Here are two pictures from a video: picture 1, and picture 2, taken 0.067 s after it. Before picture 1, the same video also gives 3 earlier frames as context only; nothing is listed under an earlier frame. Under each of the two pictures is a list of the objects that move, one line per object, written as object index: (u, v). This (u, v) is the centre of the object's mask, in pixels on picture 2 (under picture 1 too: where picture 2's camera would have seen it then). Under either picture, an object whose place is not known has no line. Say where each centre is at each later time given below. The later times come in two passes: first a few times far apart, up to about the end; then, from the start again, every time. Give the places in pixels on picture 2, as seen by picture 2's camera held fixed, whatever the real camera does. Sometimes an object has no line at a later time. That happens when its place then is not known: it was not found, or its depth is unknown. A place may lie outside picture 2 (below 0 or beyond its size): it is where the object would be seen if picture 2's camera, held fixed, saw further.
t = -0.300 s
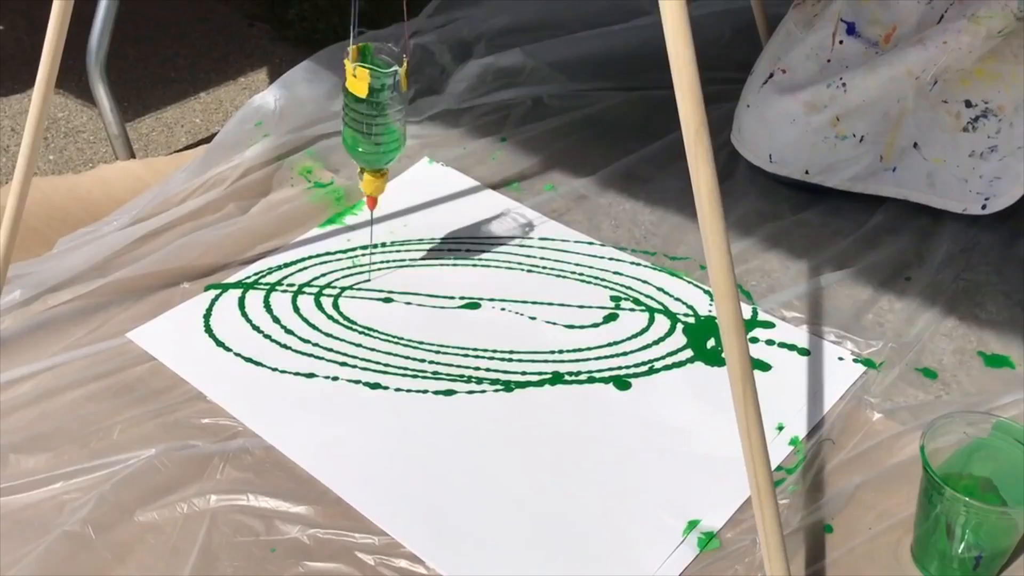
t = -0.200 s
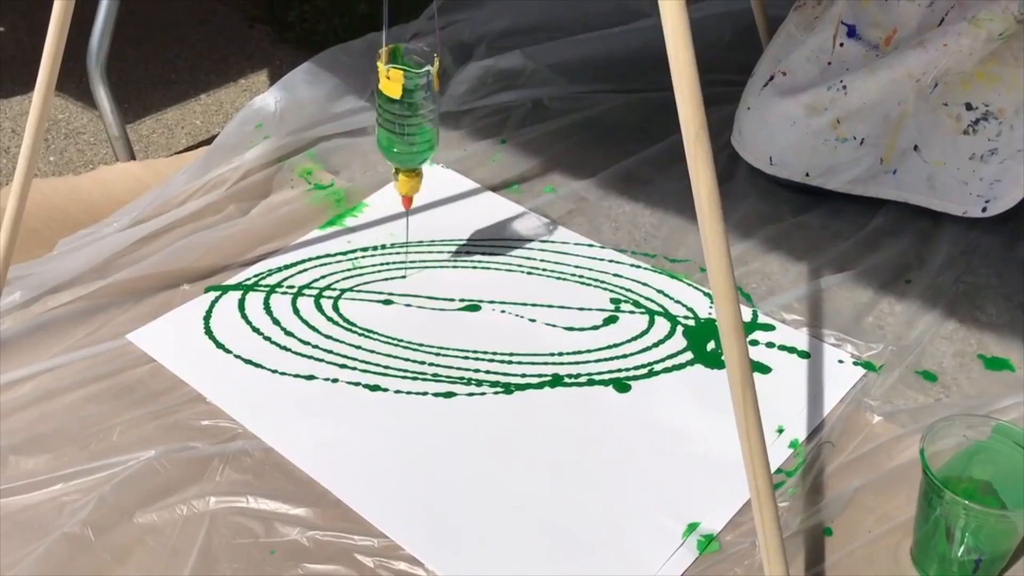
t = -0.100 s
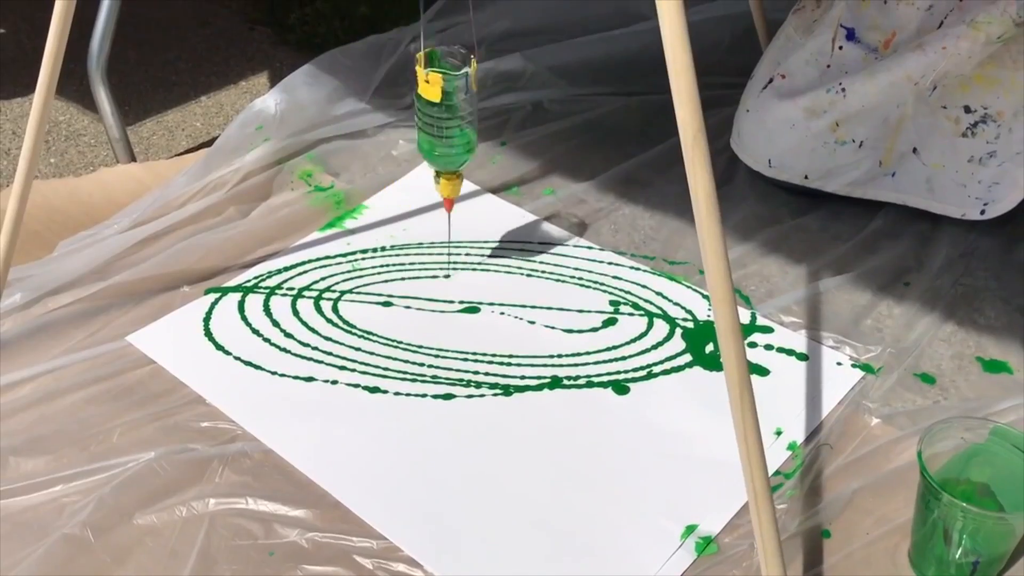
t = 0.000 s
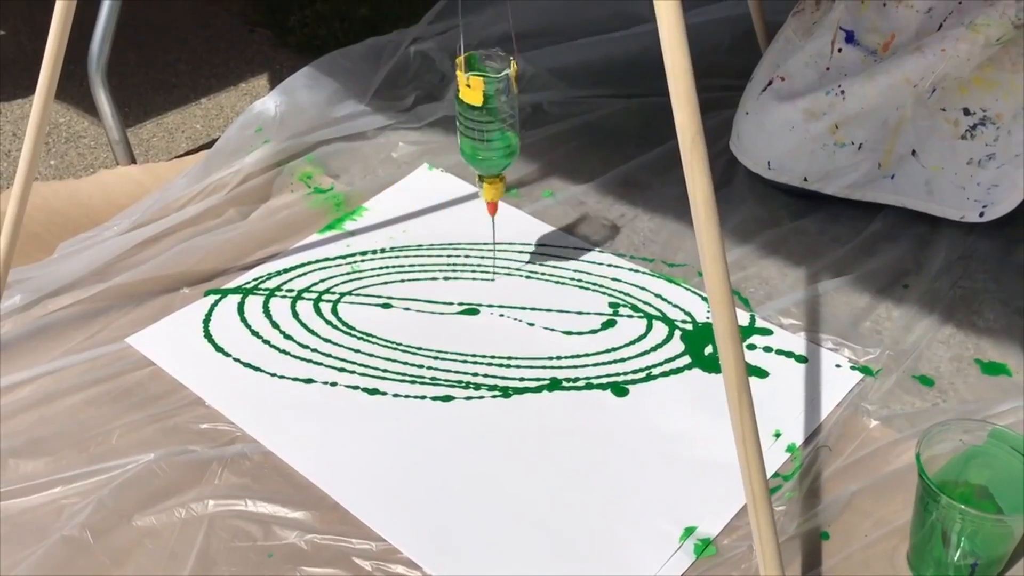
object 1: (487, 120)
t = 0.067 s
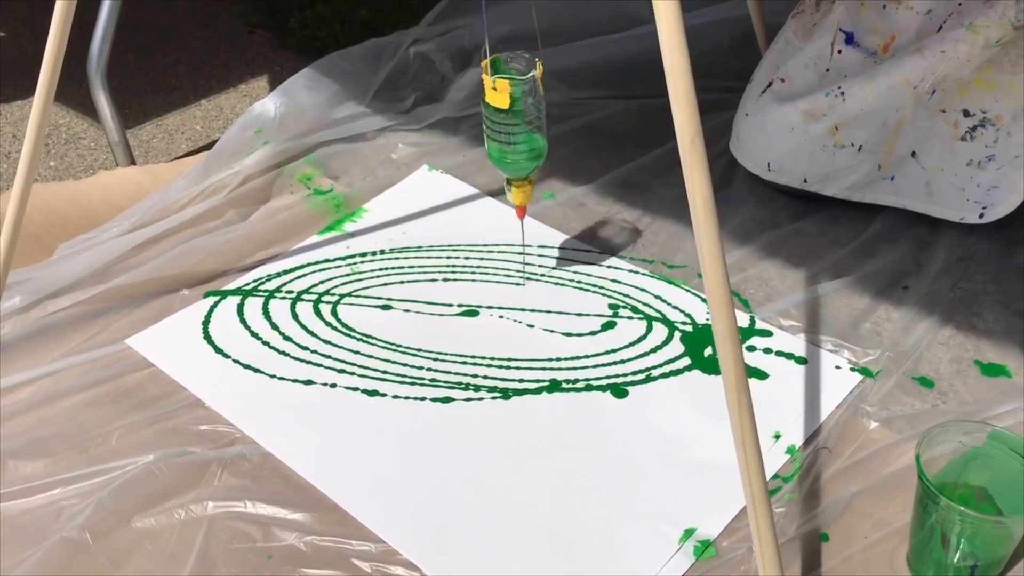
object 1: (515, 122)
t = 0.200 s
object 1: (563, 128)
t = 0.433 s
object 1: (602, 141)
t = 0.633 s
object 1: (574, 157)
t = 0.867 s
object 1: (486, 169)
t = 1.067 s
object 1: (405, 160)
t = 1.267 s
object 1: (359, 142)
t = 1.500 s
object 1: (371, 126)
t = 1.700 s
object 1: (428, 123)
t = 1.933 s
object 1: (514, 127)
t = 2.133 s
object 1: (572, 134)
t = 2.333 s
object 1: (587, 145)
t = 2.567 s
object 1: (539, 160)
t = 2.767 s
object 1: (465, 163)
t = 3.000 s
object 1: (389, 150)
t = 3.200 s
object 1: (365, 136)
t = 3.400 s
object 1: (389, 128)
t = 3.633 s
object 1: (459, 129)
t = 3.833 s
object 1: (527, 133)
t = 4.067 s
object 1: (575, 139)
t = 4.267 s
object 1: (569, 149)
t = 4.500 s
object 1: (509, 158)
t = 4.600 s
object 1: (474, 158)
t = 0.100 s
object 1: (528, 124)
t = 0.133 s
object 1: (540, 124)
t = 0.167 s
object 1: (552, 126)
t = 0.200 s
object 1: (563, 128)
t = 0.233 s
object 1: (573, 128)
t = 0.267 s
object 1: (581, 130)
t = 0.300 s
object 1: (588, 132)
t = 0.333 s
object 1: (594, 134)
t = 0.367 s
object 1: (598, 136)
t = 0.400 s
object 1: (601, 138)
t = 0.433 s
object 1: (602, 141)
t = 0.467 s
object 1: (601, 143)
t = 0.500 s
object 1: (599, 146)
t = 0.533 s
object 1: (596, 149)
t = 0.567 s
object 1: (590, 152)
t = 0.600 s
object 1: (583, 155)
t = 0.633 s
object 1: (574, 157)
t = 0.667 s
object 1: (564, 160)
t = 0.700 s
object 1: (553, 163)
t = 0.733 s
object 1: (541, 165)
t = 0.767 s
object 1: (528, 167)
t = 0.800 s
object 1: (514, 168)
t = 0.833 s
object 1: (500, 169)
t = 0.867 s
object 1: (486, 169)
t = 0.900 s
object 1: (471, 169)
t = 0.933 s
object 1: (457, 168)
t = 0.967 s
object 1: (443, 167)
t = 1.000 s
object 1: (429, 165)
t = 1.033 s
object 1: (417, 163)
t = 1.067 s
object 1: (405, 160)
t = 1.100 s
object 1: (394, 157)
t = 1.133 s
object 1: (385, 154)
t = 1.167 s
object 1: (376, 151)
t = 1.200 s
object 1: (369, 148)
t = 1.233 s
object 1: (363, 145)
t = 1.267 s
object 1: (359, 142)
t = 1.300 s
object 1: (356, 139)
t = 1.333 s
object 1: (355, 136)
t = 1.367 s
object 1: (355, 134)
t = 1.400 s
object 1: (357, 131)
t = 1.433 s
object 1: (360, 129)
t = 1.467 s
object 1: (365, 128)
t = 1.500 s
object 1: (371, 126)
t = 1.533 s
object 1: (378, 125)
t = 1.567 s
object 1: (386, 124)
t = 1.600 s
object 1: (396, 124)
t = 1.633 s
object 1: (406, 123)
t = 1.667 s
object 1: (416, 123)
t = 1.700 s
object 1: (428, 123)
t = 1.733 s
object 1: (440, 124)
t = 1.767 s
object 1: (452, 124)
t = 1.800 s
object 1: (465, 124)
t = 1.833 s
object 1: (477, 125)
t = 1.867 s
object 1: (490, 126)
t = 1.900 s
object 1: (502, 126)
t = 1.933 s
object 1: (514, 127)
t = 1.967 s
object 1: (526, 128)
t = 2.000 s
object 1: (536, 129)
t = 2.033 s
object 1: (547, 130)
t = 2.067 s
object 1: (556, 132)
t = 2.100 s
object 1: (565, 133)
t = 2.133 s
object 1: (572, 134)
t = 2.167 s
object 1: (577, 135)
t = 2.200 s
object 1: (582, 137)
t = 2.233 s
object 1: (585, 139)
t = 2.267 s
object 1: (587, 141)
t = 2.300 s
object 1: (588, 143)
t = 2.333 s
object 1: (587, 145)
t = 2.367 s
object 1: (584, 147)
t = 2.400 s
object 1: (580, 149)
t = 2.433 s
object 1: (574, 151)
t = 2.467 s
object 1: (567, 154)
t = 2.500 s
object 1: (559, 156)
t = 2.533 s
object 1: (550, 158)
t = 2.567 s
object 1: (539, 160)
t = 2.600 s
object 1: (528, 161)
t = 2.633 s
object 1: (517, 162)
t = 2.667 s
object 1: (504, 163)
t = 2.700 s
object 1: (491, 163)
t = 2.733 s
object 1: (478, 163)
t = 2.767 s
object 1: (465, 163)
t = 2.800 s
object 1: (452, 164)
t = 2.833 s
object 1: (439, 163)
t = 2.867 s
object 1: (428, 160)
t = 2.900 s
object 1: (417, 157)
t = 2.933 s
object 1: (407, 154)
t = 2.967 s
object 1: (397, 152)
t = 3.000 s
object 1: (389, 150)
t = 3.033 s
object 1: (382, 148)
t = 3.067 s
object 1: (376, 145)
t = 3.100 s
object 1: (371, 142)
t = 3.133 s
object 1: (368, 140)
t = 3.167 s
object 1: (366, 138)
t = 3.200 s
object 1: (365, 136)
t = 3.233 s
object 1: (366, 135)
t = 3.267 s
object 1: (368, 133)
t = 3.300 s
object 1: (372, 132)
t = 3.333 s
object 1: (376, 130)
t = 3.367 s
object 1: (382, 129)
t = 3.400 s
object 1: (389, 128)
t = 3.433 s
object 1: (397, 128)
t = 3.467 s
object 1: (406, 128)
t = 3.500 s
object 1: (415, 128)
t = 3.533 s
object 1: (426, 128)
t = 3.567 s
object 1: (437, 128)
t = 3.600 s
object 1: (448, 129)
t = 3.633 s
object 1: (459, 129)
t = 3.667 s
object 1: (471, 130)
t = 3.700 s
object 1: (483, 130)
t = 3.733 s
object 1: (494, 131)
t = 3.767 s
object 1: (506, 131)
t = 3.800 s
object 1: (517, 132)
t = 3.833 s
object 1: (527, 133)
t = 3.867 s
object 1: (537, 134)
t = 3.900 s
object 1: (546, 135)
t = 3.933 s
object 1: (554, 135)
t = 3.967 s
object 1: (561, 136)
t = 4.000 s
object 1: (567, 137)
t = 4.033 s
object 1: (572, 138)
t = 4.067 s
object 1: (575, 139)
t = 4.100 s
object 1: (578, 141)
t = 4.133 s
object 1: (579, 142)
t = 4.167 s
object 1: (578, 144)
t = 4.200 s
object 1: (576, 145)
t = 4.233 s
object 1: (573, 147)
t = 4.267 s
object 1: (569, 149)
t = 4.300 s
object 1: (563, 150)
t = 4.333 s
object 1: (556, 152)
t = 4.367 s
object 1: (549, 153)
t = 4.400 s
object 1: (540, 155)
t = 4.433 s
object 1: (530, 156)
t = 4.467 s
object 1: (520, 157)
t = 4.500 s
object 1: (509, 158)
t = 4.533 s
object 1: (497, 158)
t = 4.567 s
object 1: (486, 158)
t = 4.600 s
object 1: (474, 158)
